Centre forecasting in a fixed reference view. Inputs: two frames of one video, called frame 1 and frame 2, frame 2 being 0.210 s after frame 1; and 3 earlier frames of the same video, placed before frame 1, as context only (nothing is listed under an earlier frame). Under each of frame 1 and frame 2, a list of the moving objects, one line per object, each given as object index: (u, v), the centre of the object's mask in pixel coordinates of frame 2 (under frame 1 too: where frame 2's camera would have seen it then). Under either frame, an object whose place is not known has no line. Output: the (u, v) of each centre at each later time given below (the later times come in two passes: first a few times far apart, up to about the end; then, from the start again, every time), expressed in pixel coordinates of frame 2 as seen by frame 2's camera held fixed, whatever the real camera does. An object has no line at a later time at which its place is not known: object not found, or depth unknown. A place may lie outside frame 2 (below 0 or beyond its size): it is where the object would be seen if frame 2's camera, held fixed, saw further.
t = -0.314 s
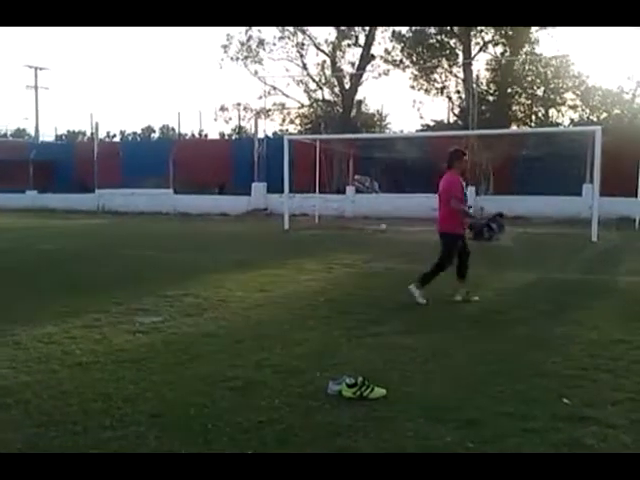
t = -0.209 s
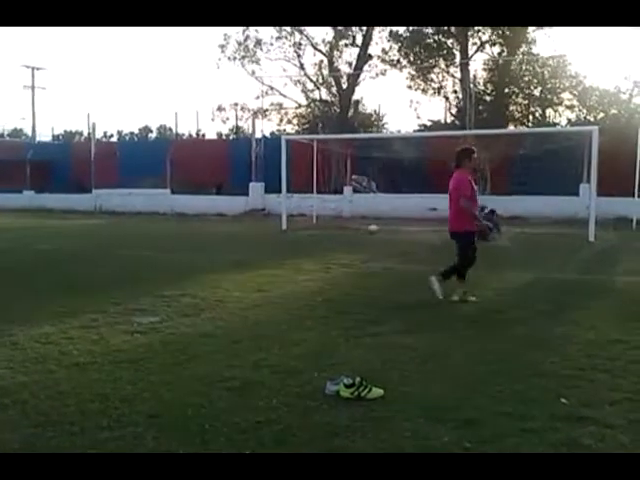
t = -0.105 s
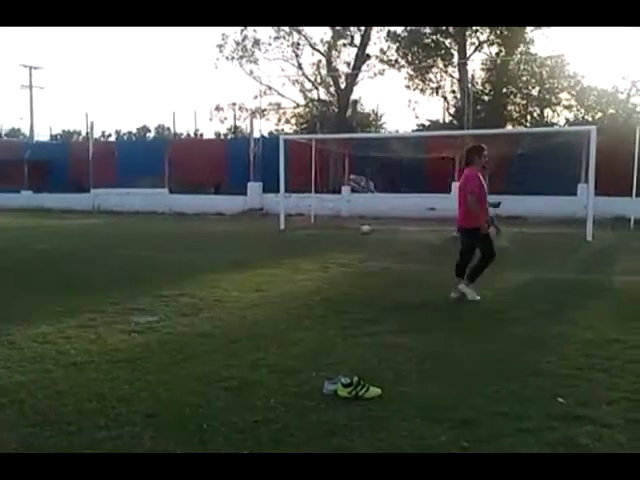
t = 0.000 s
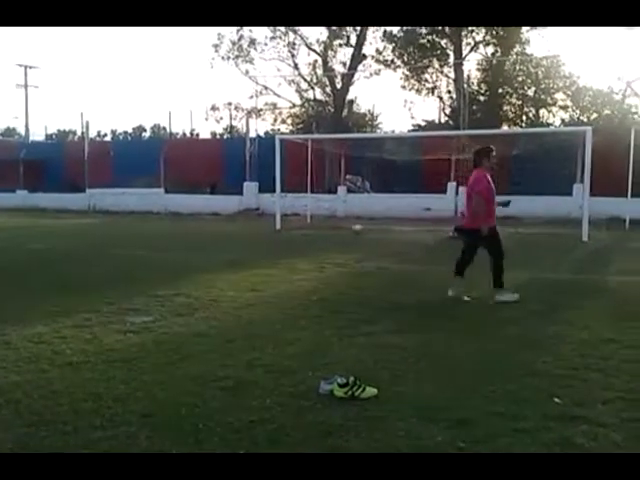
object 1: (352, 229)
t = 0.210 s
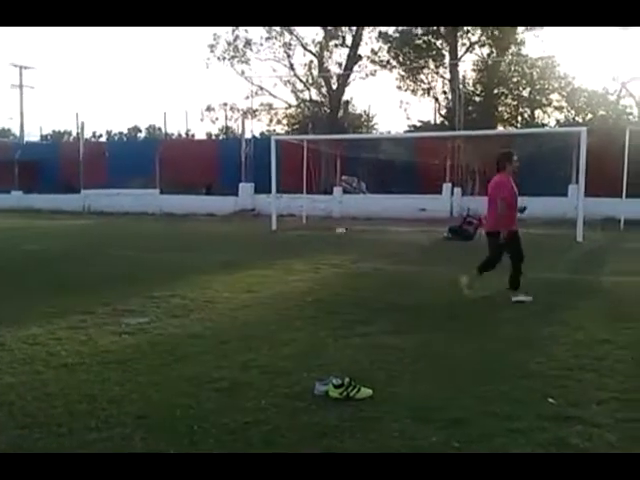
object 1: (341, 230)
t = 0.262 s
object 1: (337, 231)
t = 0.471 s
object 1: (326, 234)
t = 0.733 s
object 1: (311, 235)
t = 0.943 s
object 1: (298, 237)
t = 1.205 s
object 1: (284, 238)
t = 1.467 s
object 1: (269, 241)
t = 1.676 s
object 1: (257, 242)
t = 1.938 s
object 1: (242, 243)
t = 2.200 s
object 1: (228, 244)
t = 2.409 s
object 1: (218, 245)
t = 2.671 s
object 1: (206, 246)
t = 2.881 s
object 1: (199, 248)
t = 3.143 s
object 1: (191, 248)
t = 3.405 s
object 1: (184, 249)
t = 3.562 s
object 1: (181, 249)
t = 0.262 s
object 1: (337, 231)
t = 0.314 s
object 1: (333, 233)
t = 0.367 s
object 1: (331, 233)
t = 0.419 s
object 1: (329, 234)
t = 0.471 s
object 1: (326, 234)
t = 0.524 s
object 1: (323, 234)
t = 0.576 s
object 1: (320, 235)
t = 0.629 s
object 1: (318, 234)
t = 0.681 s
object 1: (314, 235)
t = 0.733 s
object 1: (311, 235)
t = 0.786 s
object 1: (309, 235)
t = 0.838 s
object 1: (305, 236)
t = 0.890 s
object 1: (302, 237)
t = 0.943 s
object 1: (298, 237)
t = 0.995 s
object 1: (296, 238)
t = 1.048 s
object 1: (293, 237)
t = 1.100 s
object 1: (289, 238)
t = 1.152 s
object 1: (287, 238)
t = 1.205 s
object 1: (284, 238)
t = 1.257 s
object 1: (281, 238)
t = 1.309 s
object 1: (279, 239)
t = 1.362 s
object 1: (276, 239)
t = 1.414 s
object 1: (272, 240)
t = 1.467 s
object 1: (269, 241)
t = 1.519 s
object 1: (266, 241)
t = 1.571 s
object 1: (264, 242)
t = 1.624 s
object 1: (260, 241)
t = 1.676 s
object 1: (257, 242)
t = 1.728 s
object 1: (253, 242)
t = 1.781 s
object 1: (250, 242)
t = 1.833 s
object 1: (247, 242)
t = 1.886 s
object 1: (245, 242)
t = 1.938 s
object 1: (242, 243)
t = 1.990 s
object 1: (239, 243)
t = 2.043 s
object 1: (236, 243)
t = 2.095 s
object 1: (233, 244)
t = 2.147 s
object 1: (231, 244)
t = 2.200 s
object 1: (228, 244)
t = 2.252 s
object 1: (225, 244)
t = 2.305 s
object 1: (224, 245)
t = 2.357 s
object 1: (220, 245)
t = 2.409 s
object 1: (218, 245)
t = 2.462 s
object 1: (216, 245)
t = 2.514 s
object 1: (213, 246)
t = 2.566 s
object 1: (211, 246)
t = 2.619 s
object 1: (211, 246)
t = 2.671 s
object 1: (206, 246)
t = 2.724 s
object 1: (205, 247)
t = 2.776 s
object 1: (202, 248)
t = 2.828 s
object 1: (201, 247)
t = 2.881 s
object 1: (199, 248)
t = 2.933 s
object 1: (197, 247)
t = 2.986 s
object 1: (196, 248)
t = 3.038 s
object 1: (194, 248)
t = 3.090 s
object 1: (192, 248)
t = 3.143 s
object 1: (191, 248)
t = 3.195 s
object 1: (190, 249)
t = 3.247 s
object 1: (188, 249)
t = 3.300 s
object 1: (187, 249)
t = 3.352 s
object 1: (185, 249)
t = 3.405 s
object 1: (184, 249)
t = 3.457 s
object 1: (184, 249)
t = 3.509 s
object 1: (182, 249)
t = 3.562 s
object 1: (181, 249)
